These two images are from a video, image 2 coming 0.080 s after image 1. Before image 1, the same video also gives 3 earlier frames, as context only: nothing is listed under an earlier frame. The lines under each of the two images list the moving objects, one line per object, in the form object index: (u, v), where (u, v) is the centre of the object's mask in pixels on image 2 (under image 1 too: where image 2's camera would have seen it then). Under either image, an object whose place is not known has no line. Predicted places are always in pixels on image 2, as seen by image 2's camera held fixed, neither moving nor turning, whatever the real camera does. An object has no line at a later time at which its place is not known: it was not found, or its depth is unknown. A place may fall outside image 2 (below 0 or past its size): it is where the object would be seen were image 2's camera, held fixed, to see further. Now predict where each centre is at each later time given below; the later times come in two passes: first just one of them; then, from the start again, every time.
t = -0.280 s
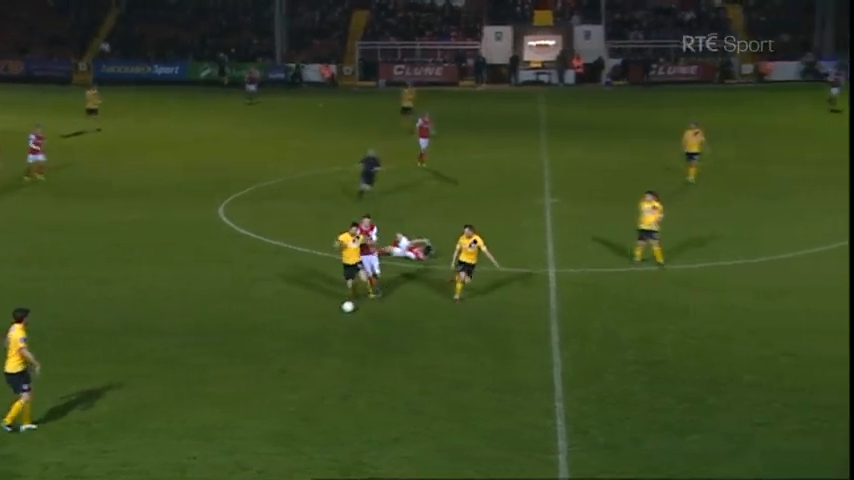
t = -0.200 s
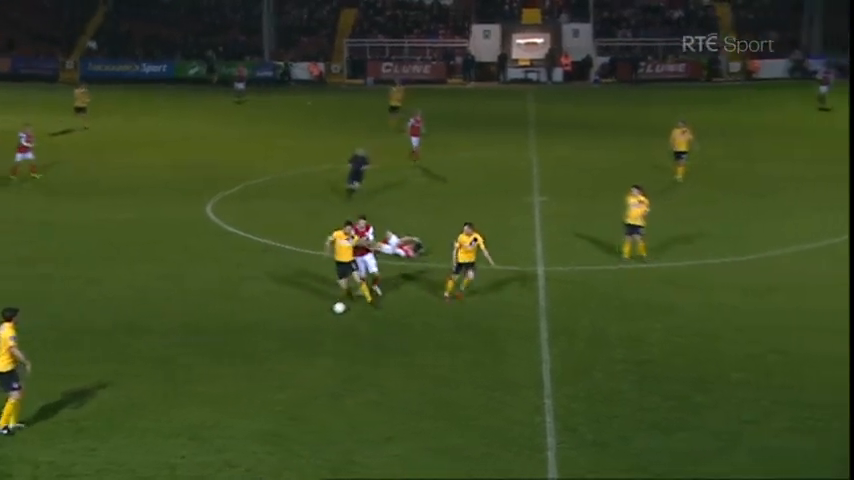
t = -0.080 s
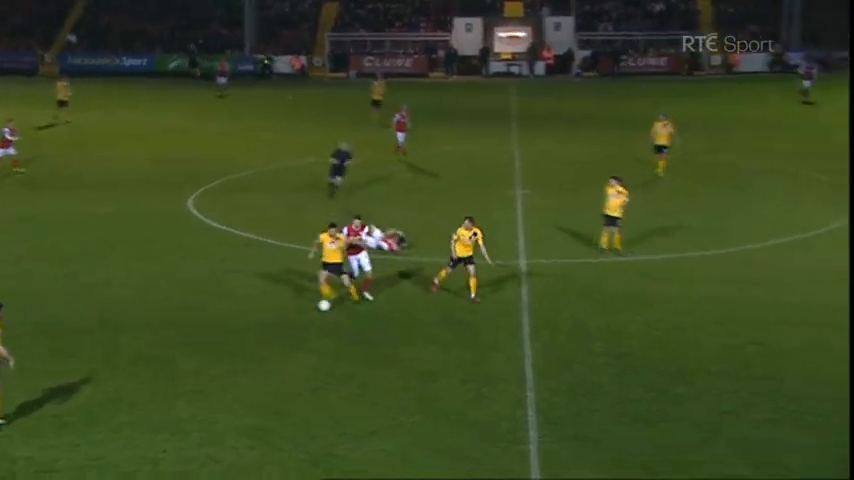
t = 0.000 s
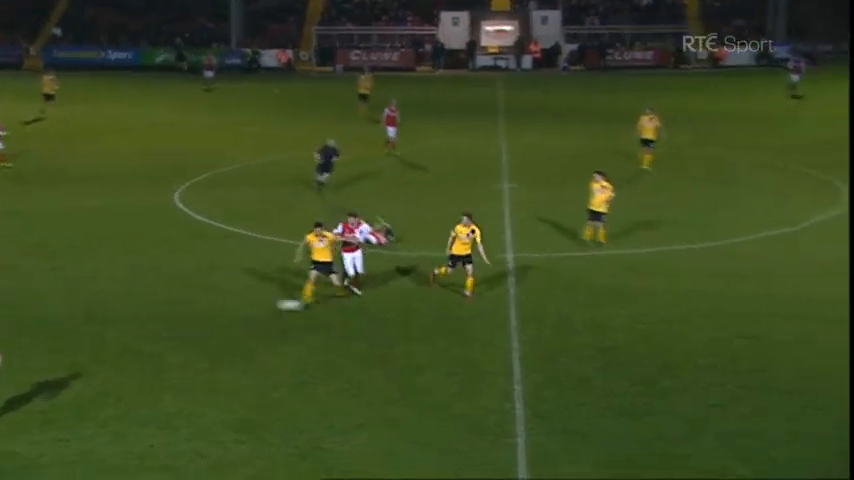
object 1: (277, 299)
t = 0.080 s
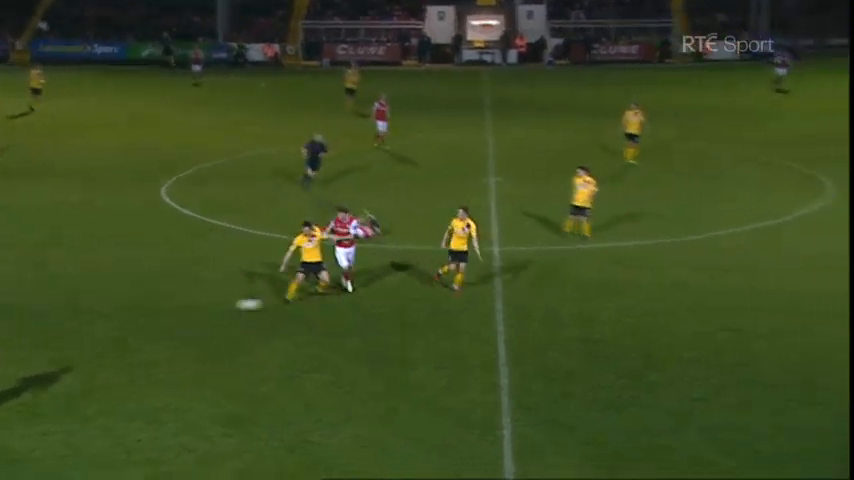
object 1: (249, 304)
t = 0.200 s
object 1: (205, 319)
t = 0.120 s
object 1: (234, 309)
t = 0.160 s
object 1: (220, 314)
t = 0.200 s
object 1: (205, 319)
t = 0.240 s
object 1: (192, 321)
